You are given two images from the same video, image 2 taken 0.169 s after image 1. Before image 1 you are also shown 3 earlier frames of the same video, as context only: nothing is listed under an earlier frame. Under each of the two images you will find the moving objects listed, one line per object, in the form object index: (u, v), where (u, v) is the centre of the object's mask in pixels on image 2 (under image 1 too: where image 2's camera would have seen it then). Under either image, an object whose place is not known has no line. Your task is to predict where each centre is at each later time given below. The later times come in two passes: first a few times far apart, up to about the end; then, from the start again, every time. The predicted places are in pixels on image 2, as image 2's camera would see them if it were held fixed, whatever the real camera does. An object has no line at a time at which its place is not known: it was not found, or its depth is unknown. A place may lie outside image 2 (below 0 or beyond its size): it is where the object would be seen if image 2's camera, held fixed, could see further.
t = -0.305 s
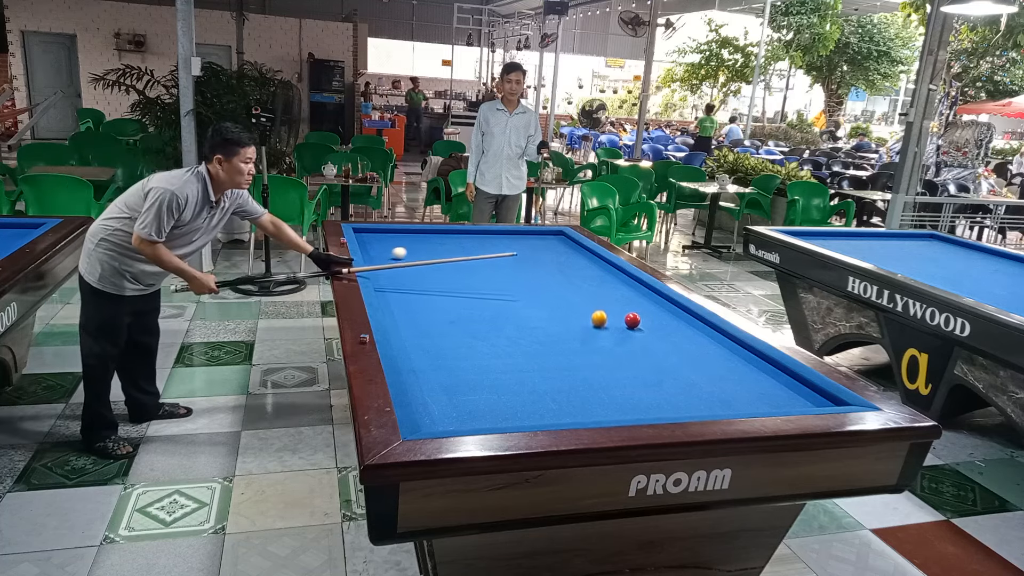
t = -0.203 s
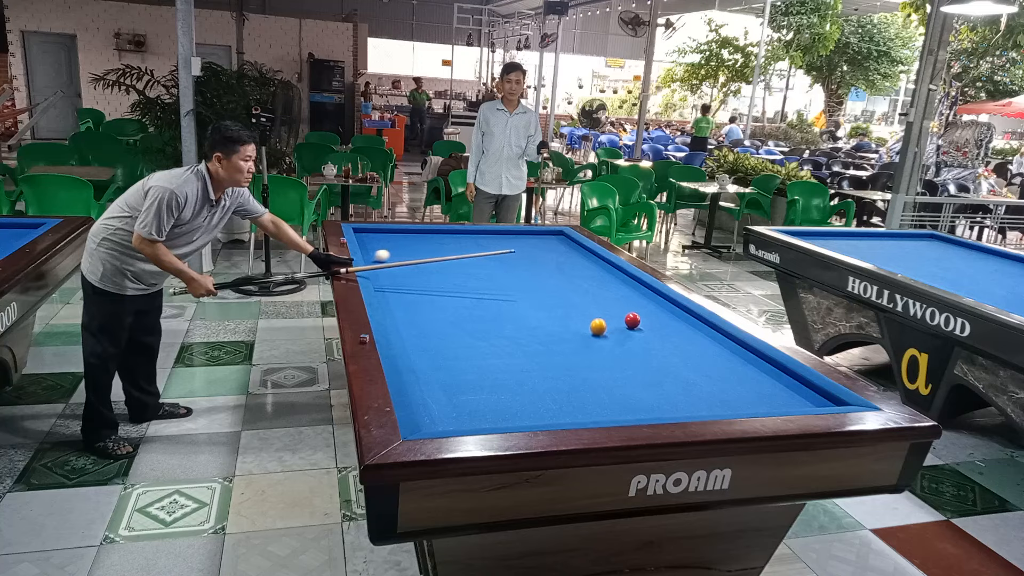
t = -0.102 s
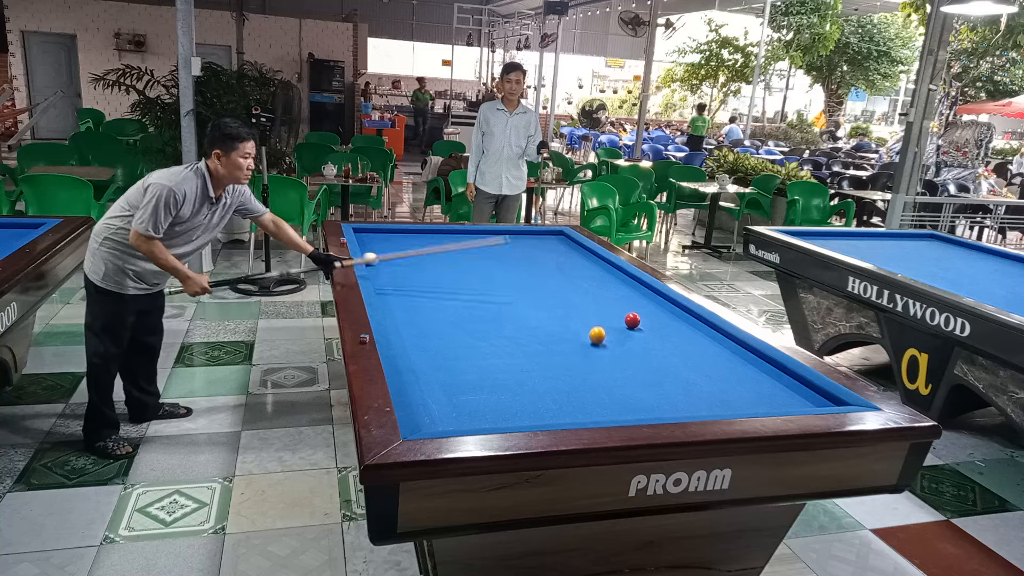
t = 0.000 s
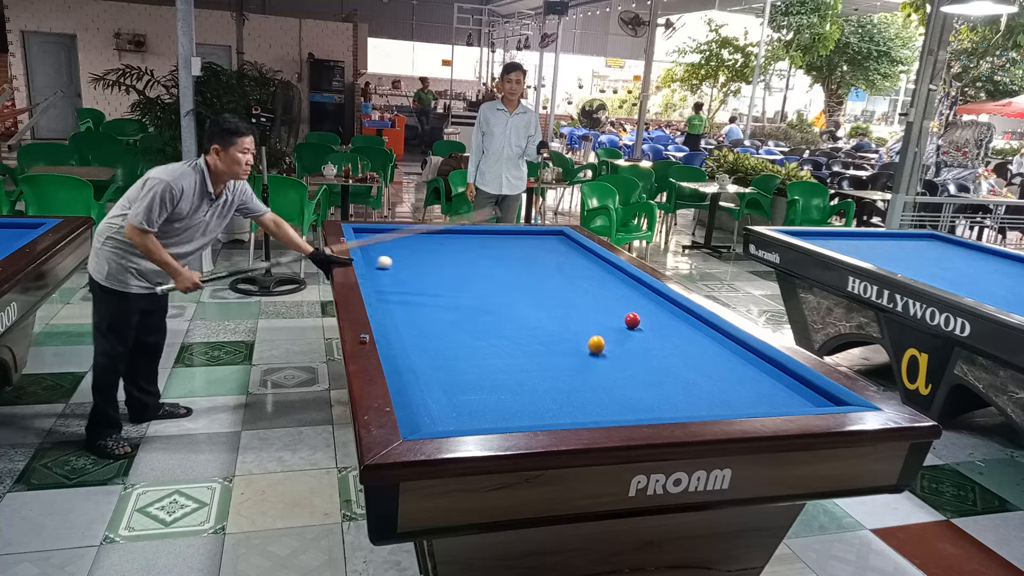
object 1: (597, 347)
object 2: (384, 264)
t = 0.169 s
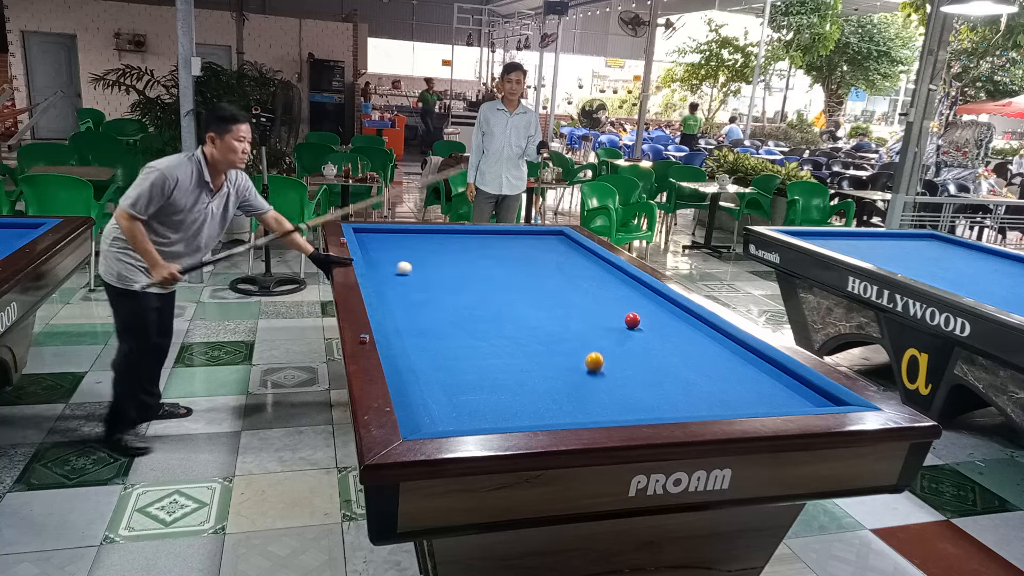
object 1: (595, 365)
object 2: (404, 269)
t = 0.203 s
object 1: (595, 368)
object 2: (408, 270)
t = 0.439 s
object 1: (592, 398)
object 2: (437, 279)
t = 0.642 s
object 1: (579, 413)
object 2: (463, 287)
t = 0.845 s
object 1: (526, 407)
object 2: (490, 295)
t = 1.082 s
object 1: (470, 395)
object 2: (524, 305)
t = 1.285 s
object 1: (425, 385)
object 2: (554, 313)
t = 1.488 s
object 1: (425, 373)
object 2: (586, 323)
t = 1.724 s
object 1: (440, 359)
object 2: (624, 334)
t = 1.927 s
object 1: (452, 348)
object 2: (660, 344)
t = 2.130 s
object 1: (462, 338)
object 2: (698, 354)
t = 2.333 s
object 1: (472, 329)
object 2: (738, 366)
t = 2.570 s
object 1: (482, 319)
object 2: (787, 379)
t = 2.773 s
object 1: (490, 312)
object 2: (806, 391)
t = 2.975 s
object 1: (497, 305)
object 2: (811, 400)
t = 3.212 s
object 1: (505, 298)
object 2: (803, 400)
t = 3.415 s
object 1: (511, 292)
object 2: (790, 397)
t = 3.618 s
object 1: (517, 287)
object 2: (776, 392)
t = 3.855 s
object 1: (523, 281)
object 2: (762, 387)
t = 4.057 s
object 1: (528, 277)
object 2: (751, 383)
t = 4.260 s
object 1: (533, 273)
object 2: (741, 379)
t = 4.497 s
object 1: (538, 268)
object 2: (729, 376)
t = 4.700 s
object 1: (542, 264)
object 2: (720, 373)
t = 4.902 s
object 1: (546, 261)
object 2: (712, 370)
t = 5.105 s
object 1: (550, 258)
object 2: (704, 367)
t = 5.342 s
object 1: (554, 254)
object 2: (696, 364)
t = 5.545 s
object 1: (557, 251)
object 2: (690, 362)
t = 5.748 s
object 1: (561, 249)
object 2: (685, 360)
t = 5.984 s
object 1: (564, 246)
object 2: (679, 358)
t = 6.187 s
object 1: (567, 244)
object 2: (675, 356)
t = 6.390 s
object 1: (569, 241)
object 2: (671, 355)
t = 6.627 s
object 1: (568, 239)
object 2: (667, 353)
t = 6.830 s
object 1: (563, 238)
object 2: (665, 352)
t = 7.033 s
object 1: (558, 236)
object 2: (663, 351)
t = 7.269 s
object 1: (553, 235)
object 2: (660, 350)
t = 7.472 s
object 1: (548, 233)
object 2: (659, 350)
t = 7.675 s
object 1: (545, 232)
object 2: (658, 349)
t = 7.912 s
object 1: (544, 233)
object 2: (657, 349)
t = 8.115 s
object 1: (543, 233)
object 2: (657, 349)
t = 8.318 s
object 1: (542, 234)
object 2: (657, 349)
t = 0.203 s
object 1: (595, 368)
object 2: (408, 270)
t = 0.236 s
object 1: (594, 372)
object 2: (412, 272)
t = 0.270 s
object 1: (594, 376)
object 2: (416, 273)
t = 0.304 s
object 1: (593, 380)
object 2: (420, 274)
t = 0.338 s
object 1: (593, 385)
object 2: (424, 275)
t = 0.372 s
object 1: (593, 389)
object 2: (428, 277)
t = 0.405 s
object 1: (592, 393)
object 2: (433, 278)
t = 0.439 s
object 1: (592, 398)
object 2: (437, 279)
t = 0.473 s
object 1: (591, 403)
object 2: (441, 280)
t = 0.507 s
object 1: (591, 406)
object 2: (445, 282)
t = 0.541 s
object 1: (590, 409)
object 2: (449, 283)
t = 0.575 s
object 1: (589, 412)
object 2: (454, 284)
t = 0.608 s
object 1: (588, 414)
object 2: (458, 286)
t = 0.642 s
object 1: (579, 413)
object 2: (463, 287)
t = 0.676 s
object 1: (569, 412)
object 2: (467, 288)
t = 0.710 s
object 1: (559, 410)
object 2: (472, 289)
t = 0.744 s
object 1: (551, 410)
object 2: (476, 291)
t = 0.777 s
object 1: (542, 409)
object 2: (481, 292)
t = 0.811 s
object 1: (534, 408)
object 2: (485, 293)
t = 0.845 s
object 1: (526, 407)
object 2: (490, 295)
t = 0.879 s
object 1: (517, 406)
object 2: (495, 296)
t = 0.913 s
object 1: (509, 403)
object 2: (500, 298)
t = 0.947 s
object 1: (501, 402)
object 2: (504, 299)
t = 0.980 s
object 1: (493, 400)
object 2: (509, 300)
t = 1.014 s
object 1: (485, 398)
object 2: (514, 302)
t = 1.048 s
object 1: (478, 396)
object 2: (519, 303)
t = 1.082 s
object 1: (470, 395)
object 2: (524, 305)
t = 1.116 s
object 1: (463, 393)
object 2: (529, 306)
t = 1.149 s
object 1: (455, 391)
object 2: (534, 307)
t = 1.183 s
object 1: (447, 390)
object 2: (539, 309)
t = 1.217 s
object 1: (440, 388)
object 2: (544, 310)
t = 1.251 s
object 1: (433, 387)
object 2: (549, 312)
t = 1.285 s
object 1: (425, 385)
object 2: (554, 313)
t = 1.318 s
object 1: (419, 384)
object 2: (559, 315)
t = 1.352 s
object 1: (414, 381)
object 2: (565, 317)
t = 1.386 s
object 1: (417, 379)
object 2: (570, 318)
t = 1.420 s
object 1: (419, 377)
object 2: (575, 319)
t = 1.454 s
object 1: (422, 375)
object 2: (580, 321)
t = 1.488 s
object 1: (425, 373)
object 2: (586, 323)
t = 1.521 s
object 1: (427, 371)
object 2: (591, 324)
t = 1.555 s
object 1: (429, 369)
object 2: (597, 326)
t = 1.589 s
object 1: (431, 366)
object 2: (602, 327)
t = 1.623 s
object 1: (433, 365)
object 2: (608, 329)
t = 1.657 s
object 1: (436, 362)
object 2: (613, 331)
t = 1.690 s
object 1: (438, 360)
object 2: (619, 332)
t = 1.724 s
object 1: (440, 359)
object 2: (624, 334)
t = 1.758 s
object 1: (442, 357)
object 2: (630, 335)
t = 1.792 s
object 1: (444, 355)
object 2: (636, 337)
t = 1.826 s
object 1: (446, 353)
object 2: (642, 339)
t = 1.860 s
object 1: (448, 351)
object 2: (648, 340)
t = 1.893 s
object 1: (450, 349)
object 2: (654, 342)
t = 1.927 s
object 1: (452, 348)
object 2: (660, 344)
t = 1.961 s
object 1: (454, 346)
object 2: (666, 345)
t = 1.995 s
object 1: (456, 344)
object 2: (672, 347)
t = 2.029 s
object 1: (457, 342)
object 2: (678, 349)
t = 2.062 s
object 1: (459, 341)
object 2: (685, 351)
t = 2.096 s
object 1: (461, 339)
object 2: (691, 352)
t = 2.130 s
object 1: (462, 338)
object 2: (698, 354)
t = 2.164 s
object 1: (464, 336)
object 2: (704, 356)
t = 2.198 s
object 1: (466, 335)
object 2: (711, 358)
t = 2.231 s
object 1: (467, 333)
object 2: (717, 360)
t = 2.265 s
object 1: (469, 332)
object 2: (724, 362)
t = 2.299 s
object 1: (471, 330)
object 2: (731, 364)
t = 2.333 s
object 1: (472, 329)
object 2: (738, 366)
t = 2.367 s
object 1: (474, 327)
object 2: (744, 367)
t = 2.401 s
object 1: (475, 326)
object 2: (751, 369)
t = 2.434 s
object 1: (477, 324)
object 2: (758, 371)
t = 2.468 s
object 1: (478, 323)
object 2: (765, 373)
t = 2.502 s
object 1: (479, 322)
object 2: (772, 375)
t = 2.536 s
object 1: (481, 320)
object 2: (780, 377)
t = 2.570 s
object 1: (482, 319)
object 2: (787, 379)
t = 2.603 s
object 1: (484, 318)
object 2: (794, 381)
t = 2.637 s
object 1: (485, 317)
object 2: (800, 383)
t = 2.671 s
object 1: (486, 316)
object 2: (804, 385)
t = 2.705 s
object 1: (487, 315)
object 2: (804, 387)
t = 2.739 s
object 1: (489, 314)
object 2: (804, 388)
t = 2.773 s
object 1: (490, 312)
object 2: (806, 391)
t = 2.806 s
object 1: (491, 311)
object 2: (807, 392)
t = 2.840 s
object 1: (492, 310)
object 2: (808, 394)
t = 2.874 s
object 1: (494, 309)
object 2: (808, 396)
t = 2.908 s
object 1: (495, 307)
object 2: (809, 397)
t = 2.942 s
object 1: (496, 306)
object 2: (810, 398)
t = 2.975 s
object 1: (497, 305)
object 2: (811, 400)
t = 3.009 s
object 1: (498, 304)
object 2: (813, 401)
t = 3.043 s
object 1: (500, 303)
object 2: (813, 402)
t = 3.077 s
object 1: (501, 302)
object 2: (812, 402)
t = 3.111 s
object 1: (502, 301)
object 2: (810, 401)
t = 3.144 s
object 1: (503, 300)
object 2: (808, 401)
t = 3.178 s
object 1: (504, 299)
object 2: (805, 400)
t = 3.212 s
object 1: (505, 298)
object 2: (803, 400)
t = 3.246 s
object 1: (506, 297)
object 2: (800, 400)
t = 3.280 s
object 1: (507, 296)
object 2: (798, 399)
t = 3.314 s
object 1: (508, 295)
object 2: (796, 399)
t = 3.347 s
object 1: (509, 294)
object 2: (794, 398)
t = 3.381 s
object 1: (510, 293)
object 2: (792, 398)
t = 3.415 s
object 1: (511, 292)
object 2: (790, 397)
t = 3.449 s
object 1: (512, 291)
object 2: (787, 396)
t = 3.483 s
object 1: (513, 291)
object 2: (785, 395)
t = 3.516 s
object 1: (514, 290)
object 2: (783, 395)
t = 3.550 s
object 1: (515, 289)
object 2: (780, 394)
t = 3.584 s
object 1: (516, 288)
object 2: (778, 392)
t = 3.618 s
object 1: (517, 287)
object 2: (776, 392)
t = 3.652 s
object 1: (518, 286)
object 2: (774, 392)
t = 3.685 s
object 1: (519, 285)
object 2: (772, 391)
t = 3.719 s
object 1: (520, 284)
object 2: (770, 390)
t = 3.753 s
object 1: (521, 284)
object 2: (768, 389)
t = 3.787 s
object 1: (522, 283)
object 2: (766, 389)
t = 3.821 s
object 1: (522, 282)
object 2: (764, 388)
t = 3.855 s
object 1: (523, 281)
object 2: (762, 387)
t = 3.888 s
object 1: (524, 280)
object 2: (760, 387)
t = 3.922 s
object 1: (525, 279)
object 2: (759, 386)
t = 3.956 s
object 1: (526, 279)
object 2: (757, 385)
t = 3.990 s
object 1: (527, 278)
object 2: (755, 384)
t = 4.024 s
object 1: (527, 277)
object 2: (753, 384)
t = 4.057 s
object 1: (528, 277)
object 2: (751, 383)
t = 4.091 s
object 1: (529, 276)
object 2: (749, 383)
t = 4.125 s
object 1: (530, 275)
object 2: (748, 382)
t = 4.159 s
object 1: (531, 275)
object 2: (746, 381)
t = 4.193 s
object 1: (531, 274)
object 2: (744, 381)
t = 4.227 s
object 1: (532, 273)
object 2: (742, 380)
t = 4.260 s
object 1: (533, 273)
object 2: (741, 379)
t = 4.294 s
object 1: (534, 272)
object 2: (739, 379)
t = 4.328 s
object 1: (535, 271)
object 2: (737, 379)
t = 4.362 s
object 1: (535, 271)
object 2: (736, 378)
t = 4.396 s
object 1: (536, 270)
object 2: (734, 377)
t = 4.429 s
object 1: (537, 269)
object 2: (732, 377)
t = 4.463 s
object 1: (538, 269)
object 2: (731, 376)
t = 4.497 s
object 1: (538, 268)
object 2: (729, 376)
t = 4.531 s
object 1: (539, 267)
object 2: (728, 375)
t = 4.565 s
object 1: (539, 267)
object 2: (726, 375)
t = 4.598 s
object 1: (540, 266)
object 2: (725, 374)
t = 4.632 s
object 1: (541, 265)
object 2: (723, 374)
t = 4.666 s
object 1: (542, 265)
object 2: (722, 373)
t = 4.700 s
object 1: (542, 264)
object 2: (720, 373)
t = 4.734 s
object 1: (543, 264)
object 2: (719, 372)
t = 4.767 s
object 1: (544, 263)
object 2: (717, 372)
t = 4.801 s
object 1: (545, 263)
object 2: (716, 371)
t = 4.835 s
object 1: (545, 262)
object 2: (715, 371)
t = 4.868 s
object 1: (546, 261)
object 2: (713, 370)
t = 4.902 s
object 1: (546, 261)
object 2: (712, 370)
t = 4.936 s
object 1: (547, 260)
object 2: (711, 369)
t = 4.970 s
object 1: (547, 260)
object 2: (709, 369)
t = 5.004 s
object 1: (548, 259)
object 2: (708, 369)
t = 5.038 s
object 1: (549, 259)
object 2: (707, 368)
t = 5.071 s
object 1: (549, 258)
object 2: (705, 368)
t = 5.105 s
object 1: (550, 258)
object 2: (704, 367)
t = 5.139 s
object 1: (551, 257)
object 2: (703, 367)
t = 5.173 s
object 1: (551, 257)
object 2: (702, 366)
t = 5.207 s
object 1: (552, 256)
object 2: (701, 366)
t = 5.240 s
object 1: (552, 255)
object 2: (700, 366)
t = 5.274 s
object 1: (553, 255)
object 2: (698, 365)
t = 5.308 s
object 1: (554, 255)
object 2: (697, 365)
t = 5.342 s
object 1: (554, 254)
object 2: (696, 364)
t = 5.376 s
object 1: (555, 254)
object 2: (695, 364)
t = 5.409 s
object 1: (555, 253)
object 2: (694, 364)
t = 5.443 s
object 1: (556, 253)
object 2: (693, 363)
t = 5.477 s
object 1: (556, 252)
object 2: (692, 363)
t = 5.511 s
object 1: (557, 252)
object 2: (691, 362)
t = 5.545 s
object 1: (557, 251)
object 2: (690, 362)
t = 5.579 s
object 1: (558, 251)
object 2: (689, 362)
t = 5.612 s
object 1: (558, 250)
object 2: (688, 361)
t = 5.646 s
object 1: (559, 250)
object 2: (688, 361)
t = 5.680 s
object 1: (559, 249)
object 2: (687, 361)
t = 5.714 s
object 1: (560, 249)
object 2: (686, 360)
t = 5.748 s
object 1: (561, 249)
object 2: (685, 360)
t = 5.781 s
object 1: (561, 248)
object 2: (684, 360)
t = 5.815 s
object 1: (562, 248)
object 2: (683, 359)
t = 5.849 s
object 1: (562, 248)
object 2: (682, 359)
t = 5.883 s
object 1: (563, 247)
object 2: (681, 359)
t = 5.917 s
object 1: (563, 247)
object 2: (680, 358)
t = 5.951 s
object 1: (564, 246)
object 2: (680, 358)
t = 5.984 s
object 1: (564, 246)
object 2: (679, 358)
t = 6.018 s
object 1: (564, 245)
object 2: (678, 358)
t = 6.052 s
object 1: (565, 245)
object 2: (677, 357)
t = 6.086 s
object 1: (565, 245)
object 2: (677, 357)
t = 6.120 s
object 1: (566, 244)
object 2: (676, 357)
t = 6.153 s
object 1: (566, 244)
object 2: (675, 357)
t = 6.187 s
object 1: (567, 244)
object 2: (675, 356)
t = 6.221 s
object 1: (567, 243)
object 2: (674, 356)
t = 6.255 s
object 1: (568, 243)
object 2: (673, 356)
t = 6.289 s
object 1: (568, 242)
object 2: (673, 356)
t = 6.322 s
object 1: (569, 242)
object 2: (672, 355)
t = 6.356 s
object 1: (569, 242)
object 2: (671, 355)
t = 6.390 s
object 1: (569, 241)
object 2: (671, 355)
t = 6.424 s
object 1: (570, 241)
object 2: (670, 355)
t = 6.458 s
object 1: (570, 241)
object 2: (669, 354)
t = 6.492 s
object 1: (571, 240)
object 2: (669, 354)
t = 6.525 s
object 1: (571, 240)
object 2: (669, 354)
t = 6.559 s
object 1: (570, 240)
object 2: (668, 354)
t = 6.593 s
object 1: (569, 239)
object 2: (668, 353)
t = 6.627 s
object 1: (568, 239)
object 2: (667, 353)
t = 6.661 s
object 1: (567, 239)
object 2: (667, 353)
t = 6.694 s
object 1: (566, 239)
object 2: (666, 353)
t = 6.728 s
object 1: (565, 238)
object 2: (666, 353)
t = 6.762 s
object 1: (565, 238)
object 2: (666, 353)
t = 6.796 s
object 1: (564, 238)
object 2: (665, 352)
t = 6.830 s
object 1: (563, 238)
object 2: (665, 352)
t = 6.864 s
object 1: (562, 237)
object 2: (664, 352)
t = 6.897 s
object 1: (561, 237)
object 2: (664, 352)
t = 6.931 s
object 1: (561, 237)
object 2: (664, 352)
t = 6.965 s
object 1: (560, 237)
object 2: (663, 352)
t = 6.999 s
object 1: (559, 236)
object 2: (663, 351)
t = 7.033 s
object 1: (558, 236)
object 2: (663, 351)
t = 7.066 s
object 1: (557, 236)
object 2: (662, 351)
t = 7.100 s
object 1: (556, 236)
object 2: (662, 351)
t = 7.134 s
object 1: (556, 235)
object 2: (662, 351)
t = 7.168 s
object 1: (555, 235)
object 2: (661, 351)
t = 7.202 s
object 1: (554, 235)
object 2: (661, 351)
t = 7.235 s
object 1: (553, 235)
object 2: (661, 351)
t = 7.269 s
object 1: (553, 235)
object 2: (660, 350)
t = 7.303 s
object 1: (552, 234)
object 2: (660, 350)
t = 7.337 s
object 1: (551, 234)
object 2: (660, 350)
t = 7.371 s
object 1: (550, 234)
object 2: (660, 350)
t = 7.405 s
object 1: (550, 234)
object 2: (660, 350)
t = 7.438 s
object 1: (549, 234)
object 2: (659, 350)
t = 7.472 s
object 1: (548, 233)
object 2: (659, 350)
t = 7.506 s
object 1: (547, 233)
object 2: (659, 350)
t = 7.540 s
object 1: (547, 233)
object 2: (659, 350)
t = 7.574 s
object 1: (546, 233)
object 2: (658, 349)
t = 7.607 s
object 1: (545, 233)
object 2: (658, 349)
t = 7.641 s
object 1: (545, 232)
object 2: (658, 349)
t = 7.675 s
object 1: (545, 232)
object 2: (658, 349)
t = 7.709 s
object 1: (544, 232)
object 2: (658, 349)
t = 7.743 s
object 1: (544, 232)
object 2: (657, 349)
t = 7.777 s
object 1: (544, 233)
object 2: (657, 349)
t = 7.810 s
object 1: (544, 233)
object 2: (657, 349)
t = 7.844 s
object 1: (544, 233)
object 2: (657, 349)
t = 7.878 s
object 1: (544, 233)
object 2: (657, 349)
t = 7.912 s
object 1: (544, 233)
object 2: (657, 349)
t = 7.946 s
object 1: (544, 233)
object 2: (657, 349)
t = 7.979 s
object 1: (543, 233)
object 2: (657, 349)
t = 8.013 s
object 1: (543, 233)
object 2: (657, 349)
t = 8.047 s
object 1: (543, 233)
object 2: (657, 349)
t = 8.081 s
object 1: (543, 233)
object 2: (657, 349)
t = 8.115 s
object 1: (543, 233)
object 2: (657, 349)
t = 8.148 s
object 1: (542, 234)
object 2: (657, 349)
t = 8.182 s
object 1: (542, 234)
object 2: (657, 349)
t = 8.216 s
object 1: (542, 234)
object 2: (657, 349)
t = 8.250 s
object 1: (542, 234)
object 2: (657, 349)
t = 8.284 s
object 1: (542, 234)
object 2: (657, 349)
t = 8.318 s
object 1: (542, 234)
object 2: (657, 349)
